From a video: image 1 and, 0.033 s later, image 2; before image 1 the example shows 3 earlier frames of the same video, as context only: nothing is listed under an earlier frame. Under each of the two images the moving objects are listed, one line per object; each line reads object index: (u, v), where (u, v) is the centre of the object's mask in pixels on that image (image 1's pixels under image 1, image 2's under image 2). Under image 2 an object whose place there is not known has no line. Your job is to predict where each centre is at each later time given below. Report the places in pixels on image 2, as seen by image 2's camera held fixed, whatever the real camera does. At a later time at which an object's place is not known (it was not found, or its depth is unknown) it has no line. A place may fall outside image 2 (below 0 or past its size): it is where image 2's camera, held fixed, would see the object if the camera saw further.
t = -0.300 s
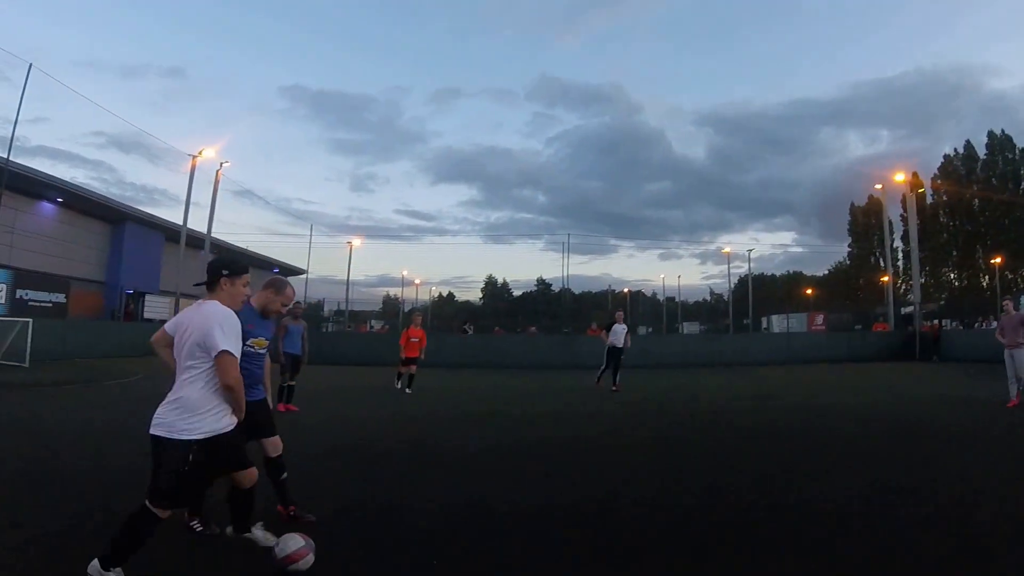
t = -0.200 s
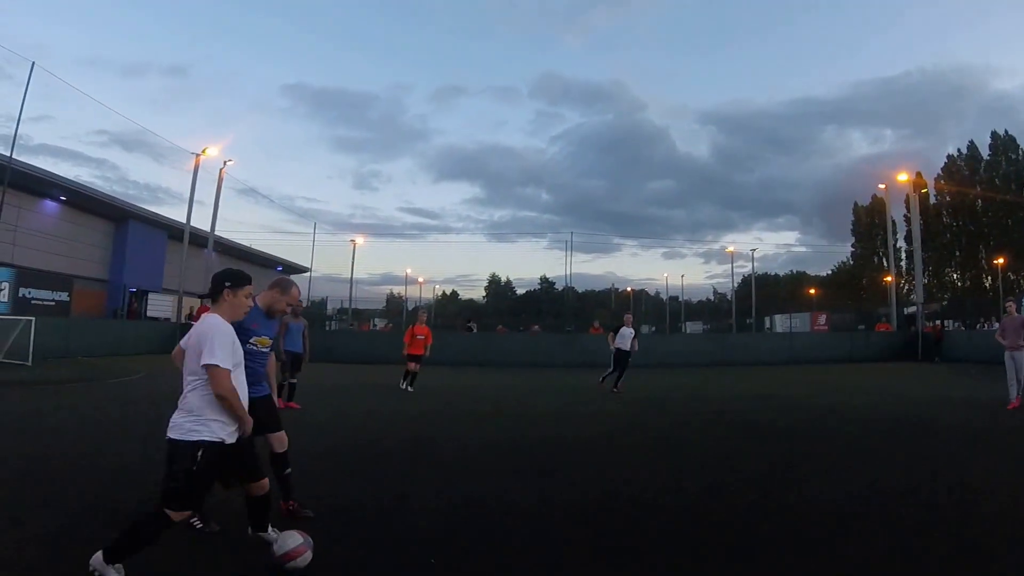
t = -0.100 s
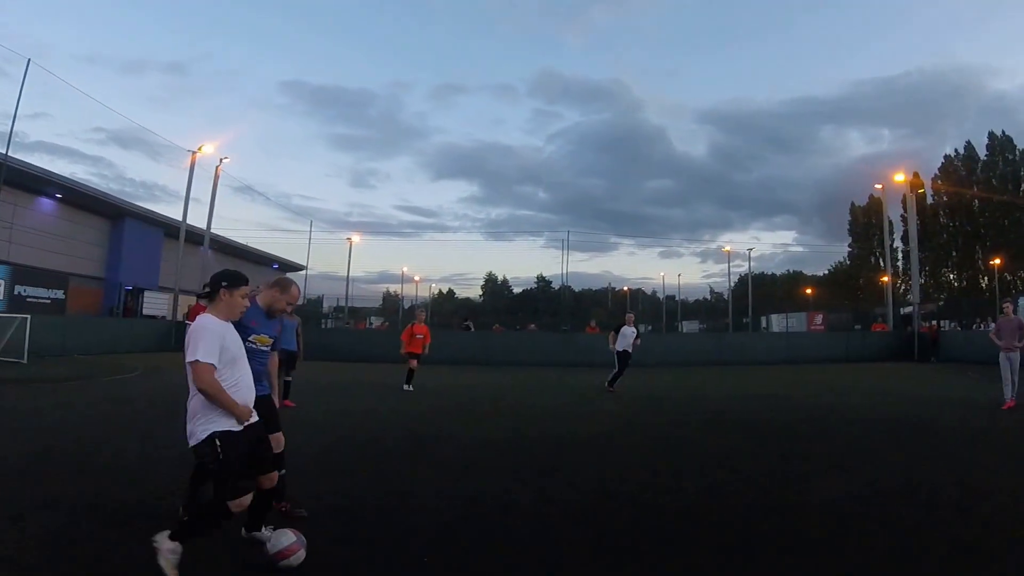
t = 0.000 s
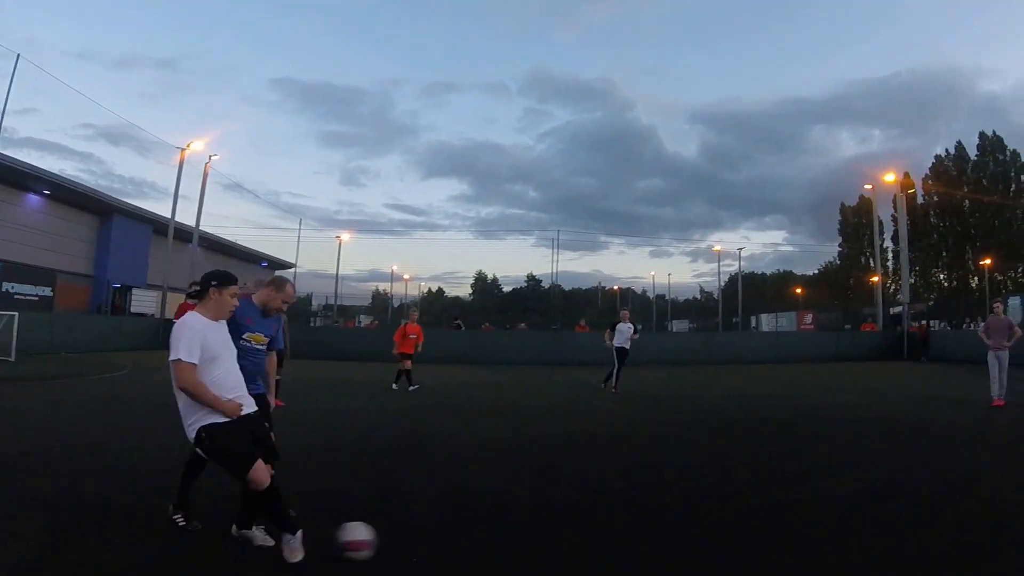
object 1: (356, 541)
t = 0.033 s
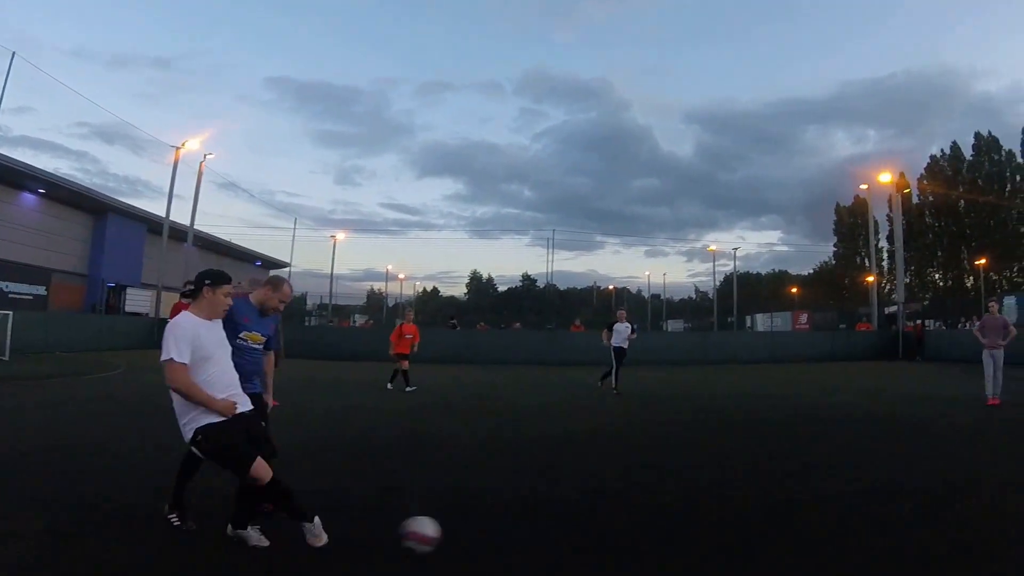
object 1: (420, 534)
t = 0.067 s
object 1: (480, 526)
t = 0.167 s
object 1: (614, 499)
